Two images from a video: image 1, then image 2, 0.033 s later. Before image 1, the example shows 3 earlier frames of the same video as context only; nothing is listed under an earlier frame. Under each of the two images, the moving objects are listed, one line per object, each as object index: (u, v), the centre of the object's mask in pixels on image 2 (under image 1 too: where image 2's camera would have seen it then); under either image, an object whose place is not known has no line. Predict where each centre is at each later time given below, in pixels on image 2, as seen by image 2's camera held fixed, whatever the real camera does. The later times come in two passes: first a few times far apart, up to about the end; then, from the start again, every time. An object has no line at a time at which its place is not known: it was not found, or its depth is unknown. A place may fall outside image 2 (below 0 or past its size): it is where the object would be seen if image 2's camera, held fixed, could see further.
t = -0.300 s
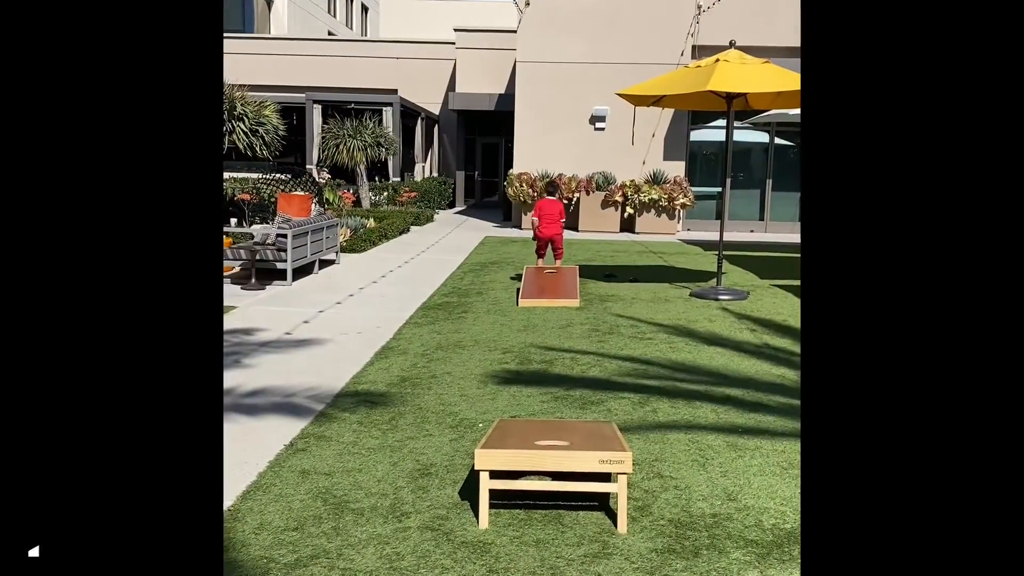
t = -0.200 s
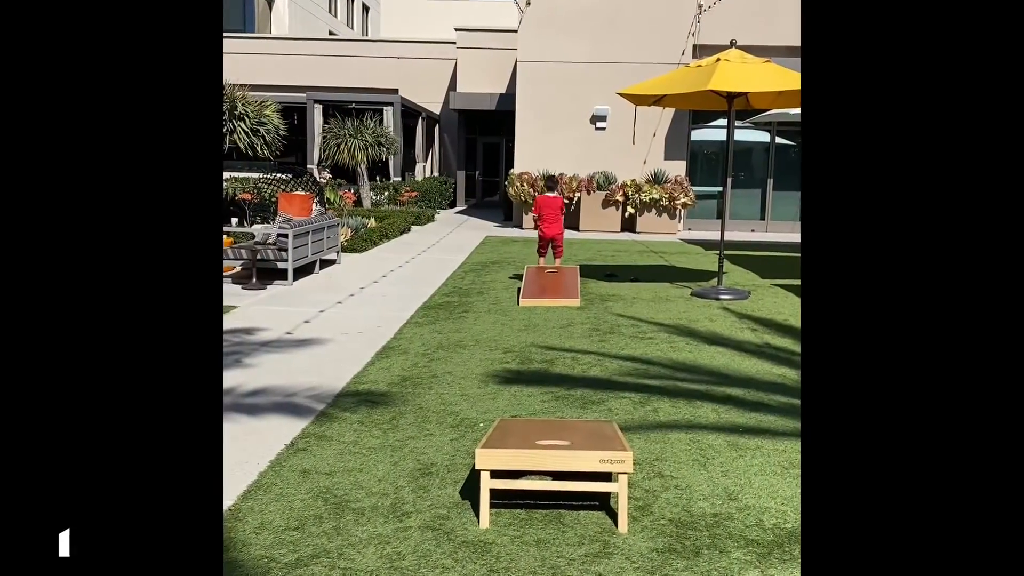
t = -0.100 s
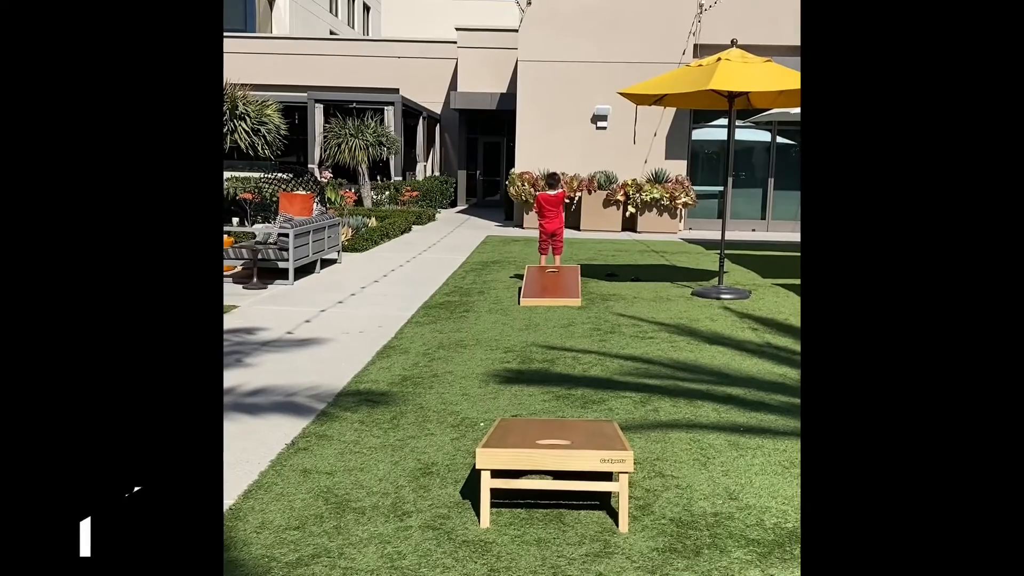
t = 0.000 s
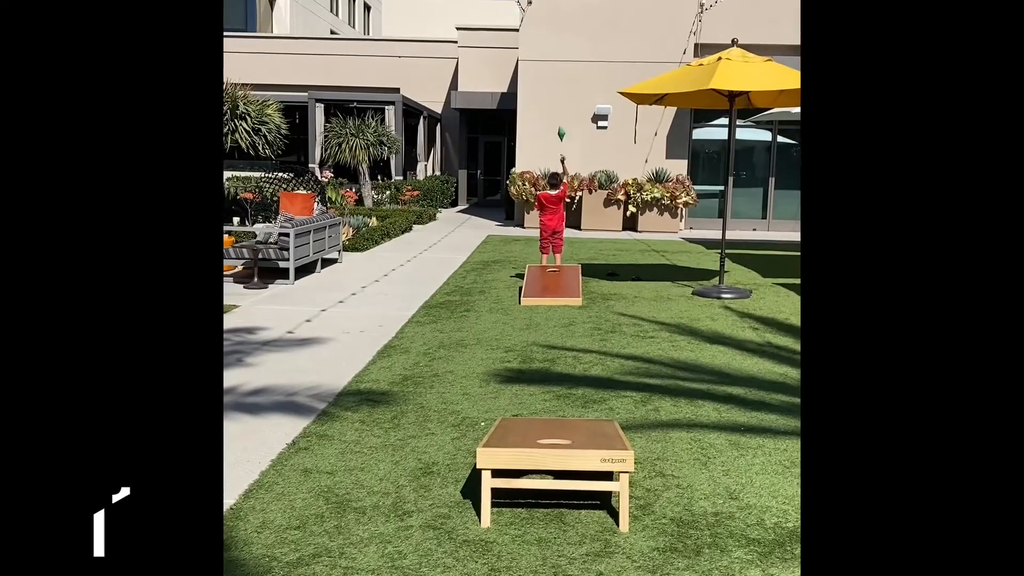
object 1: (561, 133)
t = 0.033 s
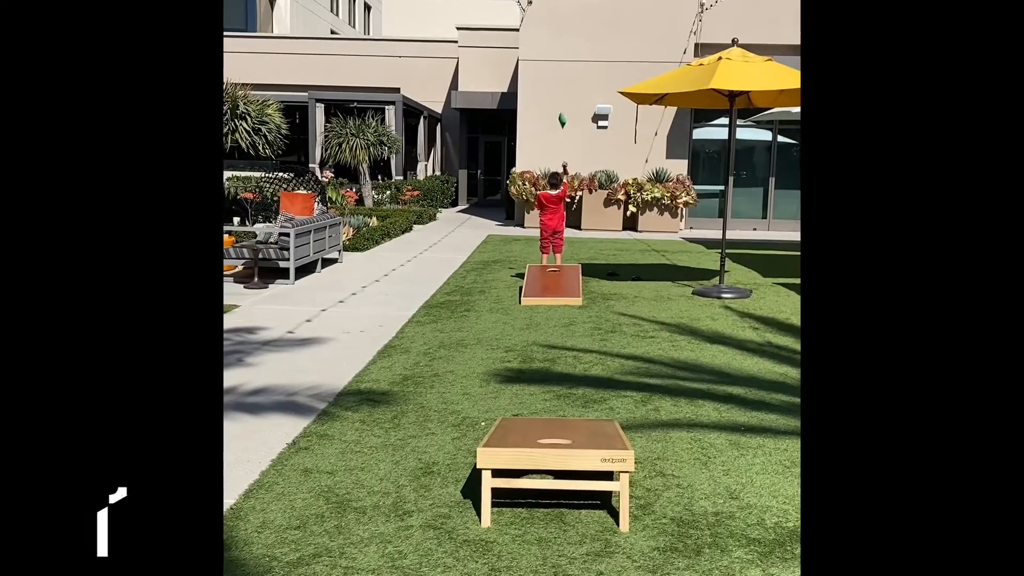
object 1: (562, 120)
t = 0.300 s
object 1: (566, 38)
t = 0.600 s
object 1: (570, 19)
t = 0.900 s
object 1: (575, 141)
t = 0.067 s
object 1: (562, 108)
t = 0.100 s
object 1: (563, 95)
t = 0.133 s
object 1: (563, 84)
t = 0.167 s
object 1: (563, 73)
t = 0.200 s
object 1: (564, 63)
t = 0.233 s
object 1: (565, 54)
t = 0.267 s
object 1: (565, 46)
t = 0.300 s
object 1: (566, 38)
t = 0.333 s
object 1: (566, 31)
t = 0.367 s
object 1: (567, 25)
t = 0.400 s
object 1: (567, 21)
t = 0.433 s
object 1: (568, 17)
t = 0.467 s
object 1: (568, 15)
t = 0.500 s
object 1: (569, 14)
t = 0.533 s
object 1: (569, 14)
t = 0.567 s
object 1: (570, 15)
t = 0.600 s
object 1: (570, 19)
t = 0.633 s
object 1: (571, 24)
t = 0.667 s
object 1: (571, 31)
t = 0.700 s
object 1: (572, 39)
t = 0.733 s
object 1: (572, 50)
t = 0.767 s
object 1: (573, 63)
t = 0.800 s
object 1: (573, 79)
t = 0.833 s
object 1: (574, 96)
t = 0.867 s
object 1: (574, 117)
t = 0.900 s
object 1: (575, 141)
